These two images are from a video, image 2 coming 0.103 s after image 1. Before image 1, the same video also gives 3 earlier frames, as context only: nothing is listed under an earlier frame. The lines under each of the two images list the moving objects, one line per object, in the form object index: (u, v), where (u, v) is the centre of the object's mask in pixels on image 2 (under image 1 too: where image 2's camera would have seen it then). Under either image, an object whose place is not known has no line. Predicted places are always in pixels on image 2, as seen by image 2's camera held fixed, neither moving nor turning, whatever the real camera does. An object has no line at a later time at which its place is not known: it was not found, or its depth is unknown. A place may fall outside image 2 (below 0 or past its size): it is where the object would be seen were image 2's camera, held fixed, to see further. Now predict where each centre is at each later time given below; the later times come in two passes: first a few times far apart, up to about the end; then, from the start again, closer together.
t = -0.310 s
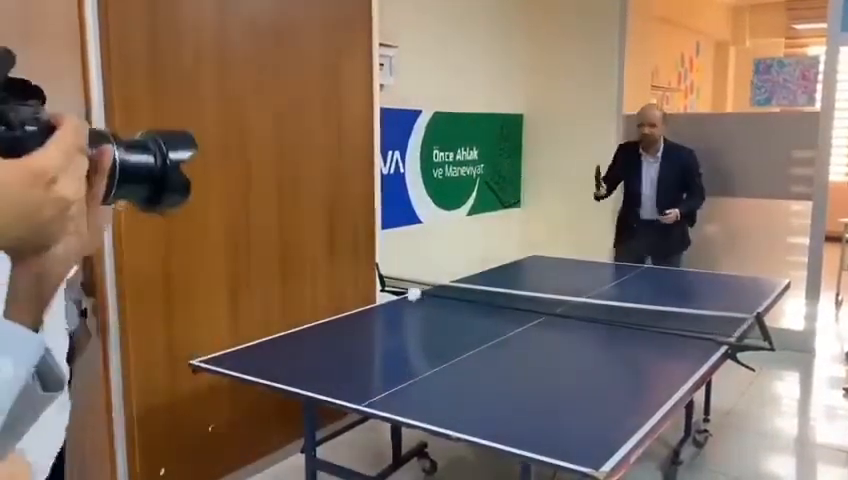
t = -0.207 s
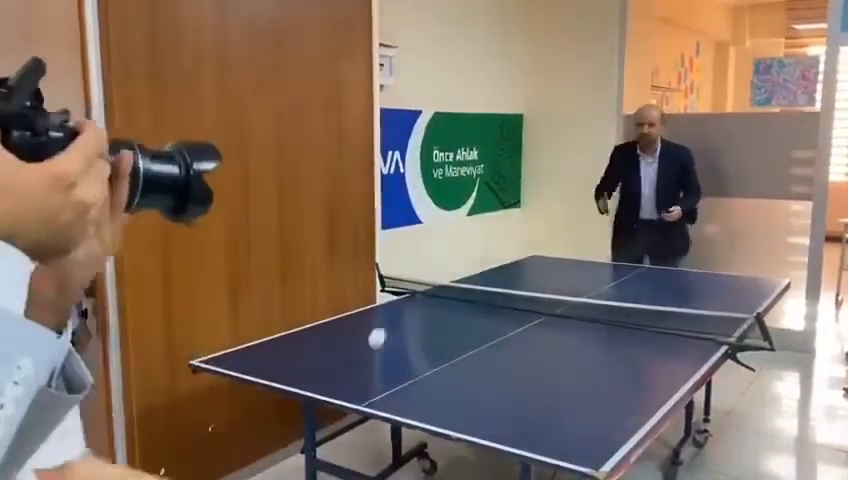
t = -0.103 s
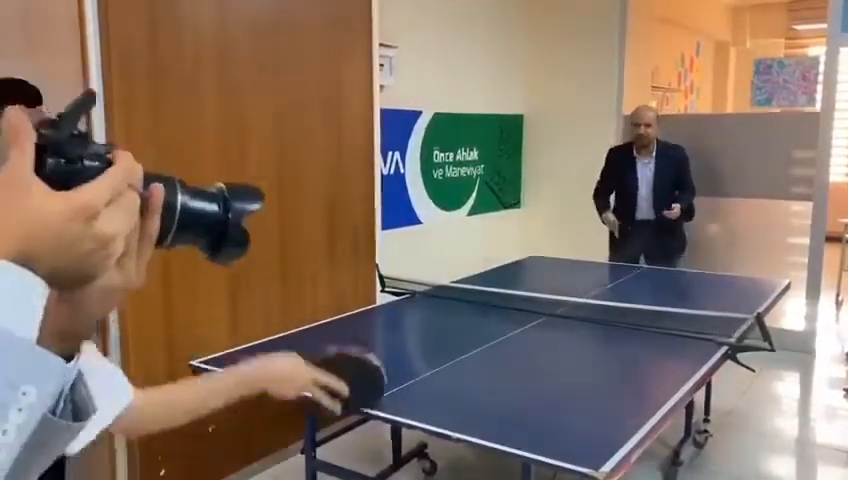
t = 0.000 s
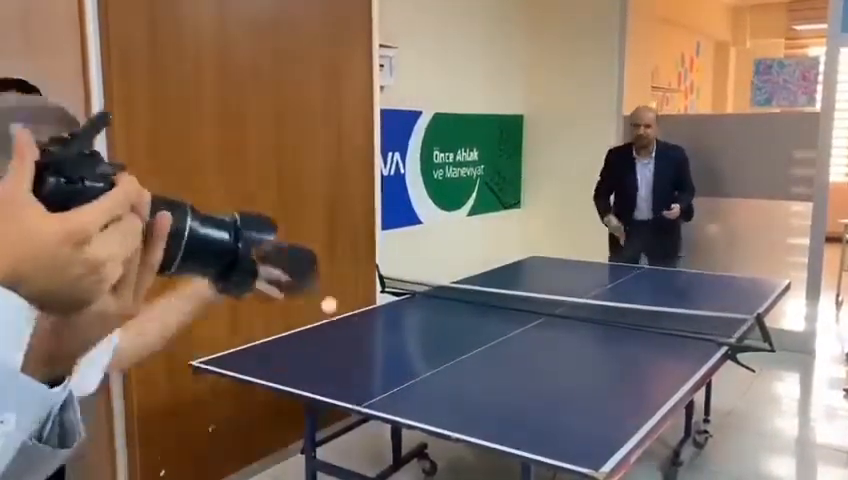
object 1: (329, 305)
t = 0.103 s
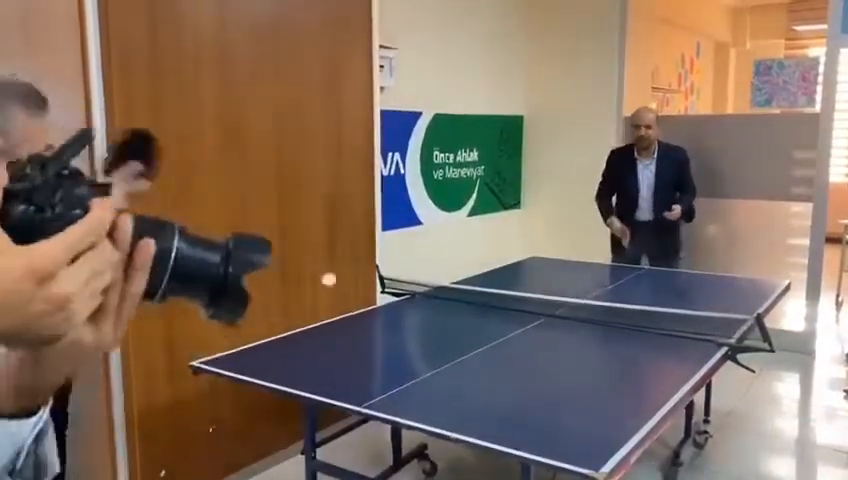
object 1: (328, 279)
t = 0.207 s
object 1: (328, 290)
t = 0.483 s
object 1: (323, 255)
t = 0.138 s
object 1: (329, 279)
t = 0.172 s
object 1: (328, 283)
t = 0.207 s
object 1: (328, 290)
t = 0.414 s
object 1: (324, 281)
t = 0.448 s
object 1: (324, 266)
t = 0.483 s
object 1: (323, 255)
